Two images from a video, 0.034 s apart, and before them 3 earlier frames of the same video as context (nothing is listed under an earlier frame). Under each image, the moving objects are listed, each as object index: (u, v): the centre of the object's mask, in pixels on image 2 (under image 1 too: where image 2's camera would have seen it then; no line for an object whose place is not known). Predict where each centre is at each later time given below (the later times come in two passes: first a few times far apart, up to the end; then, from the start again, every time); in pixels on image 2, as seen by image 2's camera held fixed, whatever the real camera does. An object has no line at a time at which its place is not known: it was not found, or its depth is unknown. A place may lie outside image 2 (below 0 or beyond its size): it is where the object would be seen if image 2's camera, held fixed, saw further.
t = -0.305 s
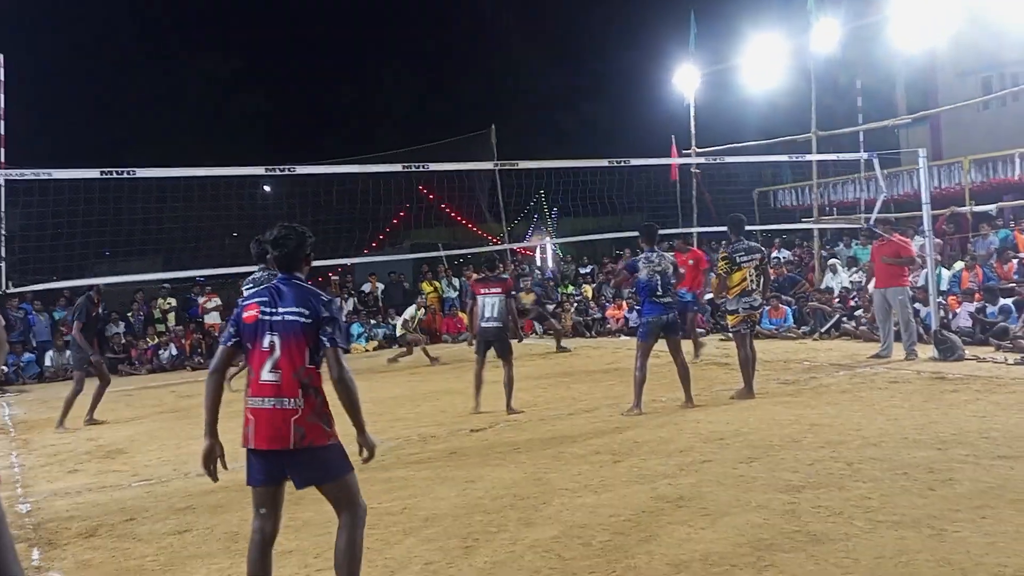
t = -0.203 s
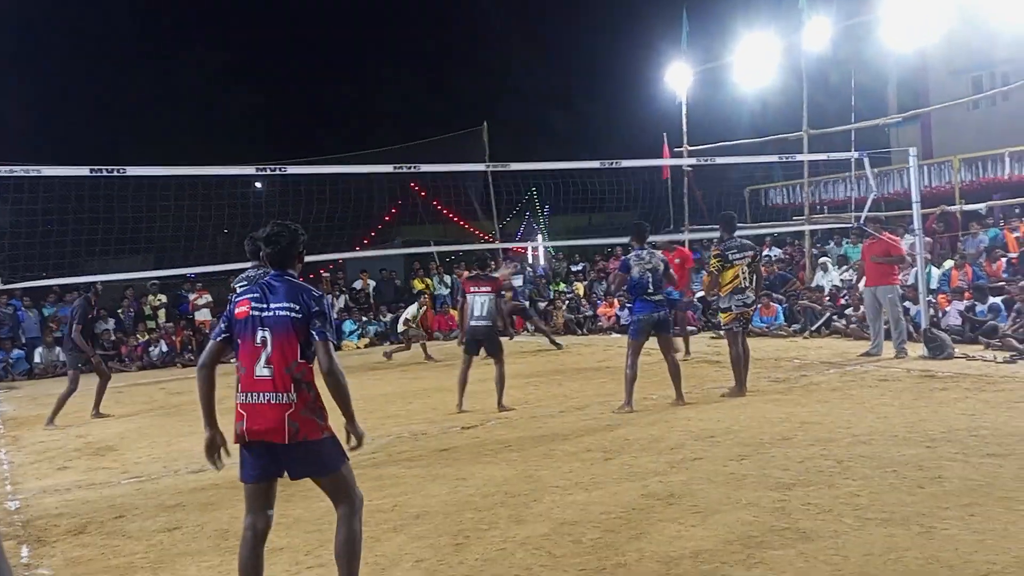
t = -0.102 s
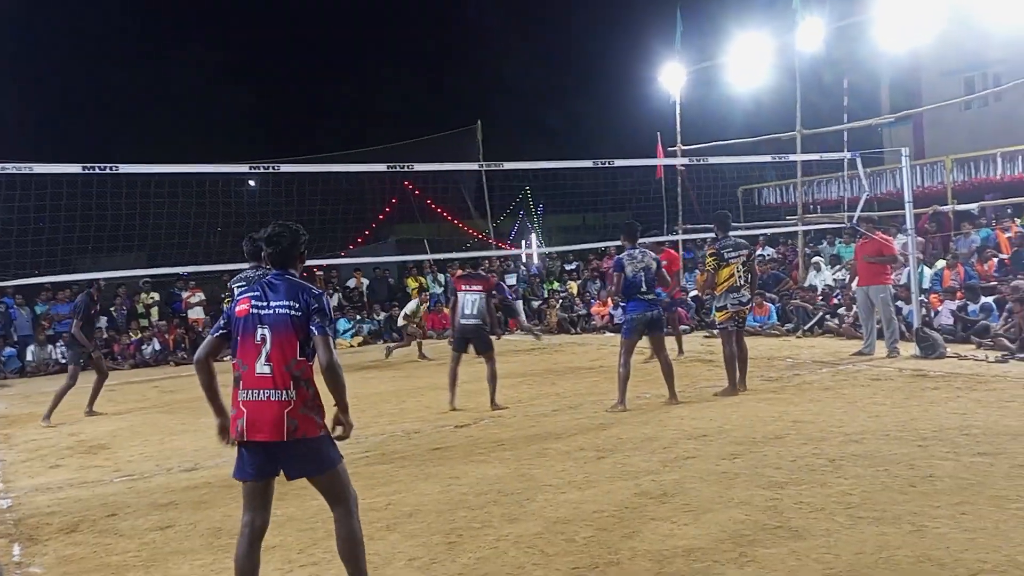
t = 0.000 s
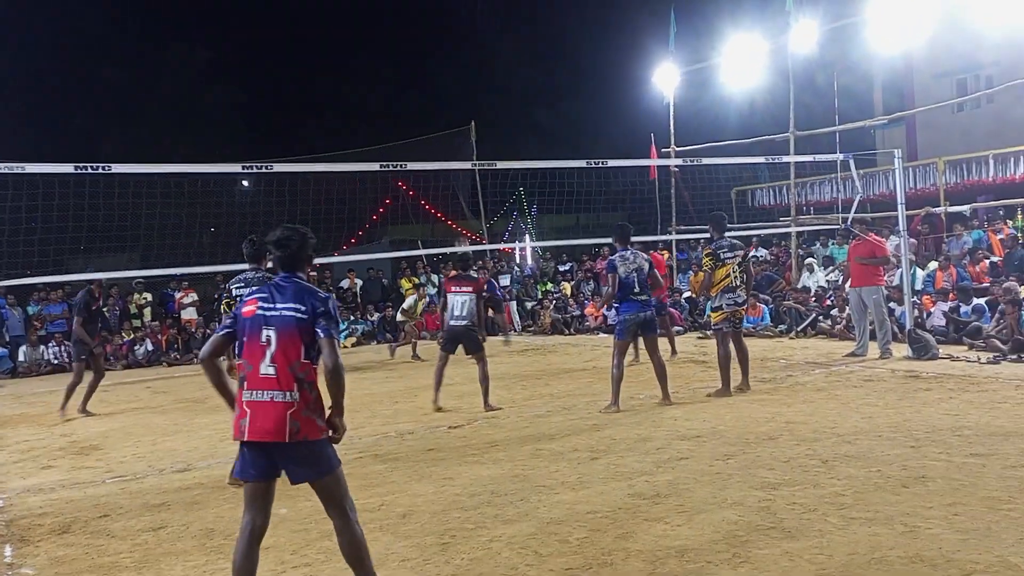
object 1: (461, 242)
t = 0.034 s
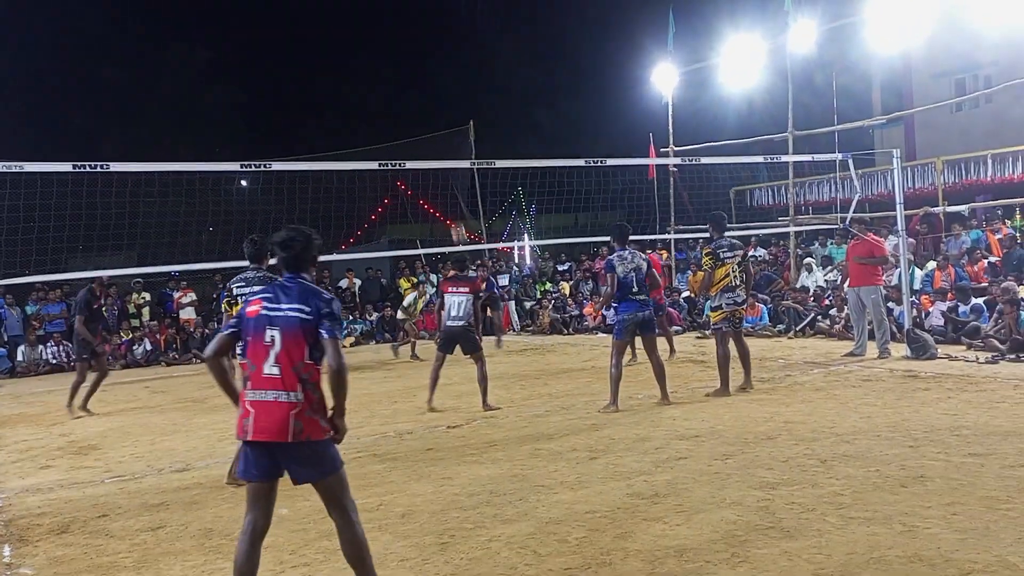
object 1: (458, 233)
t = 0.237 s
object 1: (437, 155)
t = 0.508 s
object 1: (411, 91)
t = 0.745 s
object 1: (388, 72)
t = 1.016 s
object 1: (366, 100)
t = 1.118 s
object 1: (358, 125)
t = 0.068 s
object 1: (455, 219)
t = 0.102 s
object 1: (452, 206)
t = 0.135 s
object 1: (448, 192)
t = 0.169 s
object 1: (445, 181)
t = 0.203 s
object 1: (443, 174)
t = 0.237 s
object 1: (437, 155)
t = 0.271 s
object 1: (434, 146)
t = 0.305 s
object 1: (431, 137)
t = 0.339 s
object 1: (427, 127)
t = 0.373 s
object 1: (424, 119)
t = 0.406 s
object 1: (421, 111)
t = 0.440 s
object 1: (417, 104)
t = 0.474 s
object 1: (414, 97)
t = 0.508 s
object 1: (411, 91)
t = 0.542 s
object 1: (407, 86)
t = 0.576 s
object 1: (404, 82)
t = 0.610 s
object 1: (401, 79)
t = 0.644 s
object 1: (398, 76)
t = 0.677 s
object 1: (395, 74)
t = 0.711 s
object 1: (392, 73)
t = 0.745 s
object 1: (388, 72)
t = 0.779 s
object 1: (386, 73)
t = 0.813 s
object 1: (383, 74)
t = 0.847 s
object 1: (380, 77)
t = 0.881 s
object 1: (377, 80)
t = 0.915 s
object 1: (374, 83)
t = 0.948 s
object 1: (371, 87)
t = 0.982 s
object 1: (368, 94)
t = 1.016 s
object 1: (366, 100)
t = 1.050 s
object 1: (363, 107)
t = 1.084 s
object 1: (361, 116)
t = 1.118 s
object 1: (358, 125)
